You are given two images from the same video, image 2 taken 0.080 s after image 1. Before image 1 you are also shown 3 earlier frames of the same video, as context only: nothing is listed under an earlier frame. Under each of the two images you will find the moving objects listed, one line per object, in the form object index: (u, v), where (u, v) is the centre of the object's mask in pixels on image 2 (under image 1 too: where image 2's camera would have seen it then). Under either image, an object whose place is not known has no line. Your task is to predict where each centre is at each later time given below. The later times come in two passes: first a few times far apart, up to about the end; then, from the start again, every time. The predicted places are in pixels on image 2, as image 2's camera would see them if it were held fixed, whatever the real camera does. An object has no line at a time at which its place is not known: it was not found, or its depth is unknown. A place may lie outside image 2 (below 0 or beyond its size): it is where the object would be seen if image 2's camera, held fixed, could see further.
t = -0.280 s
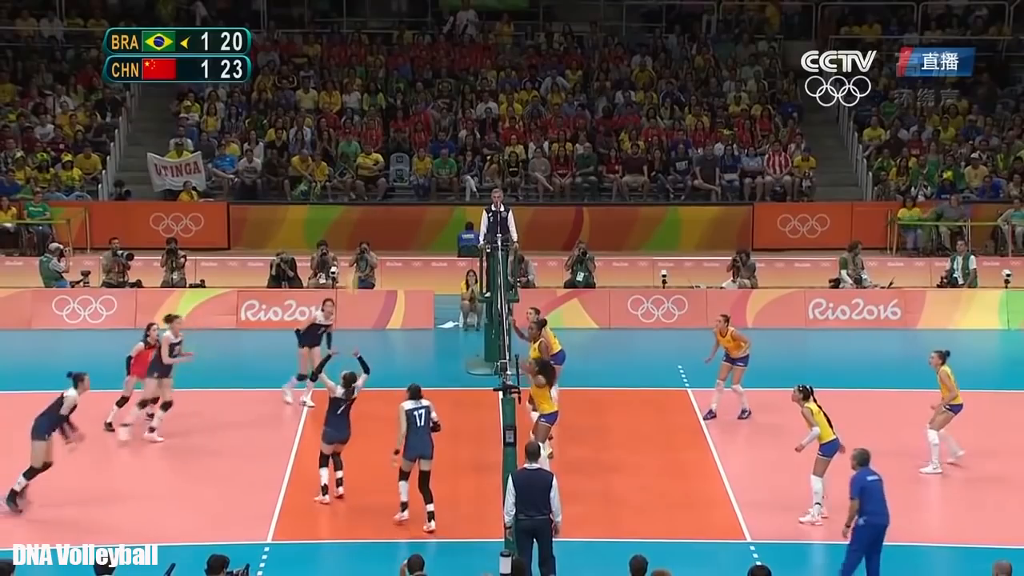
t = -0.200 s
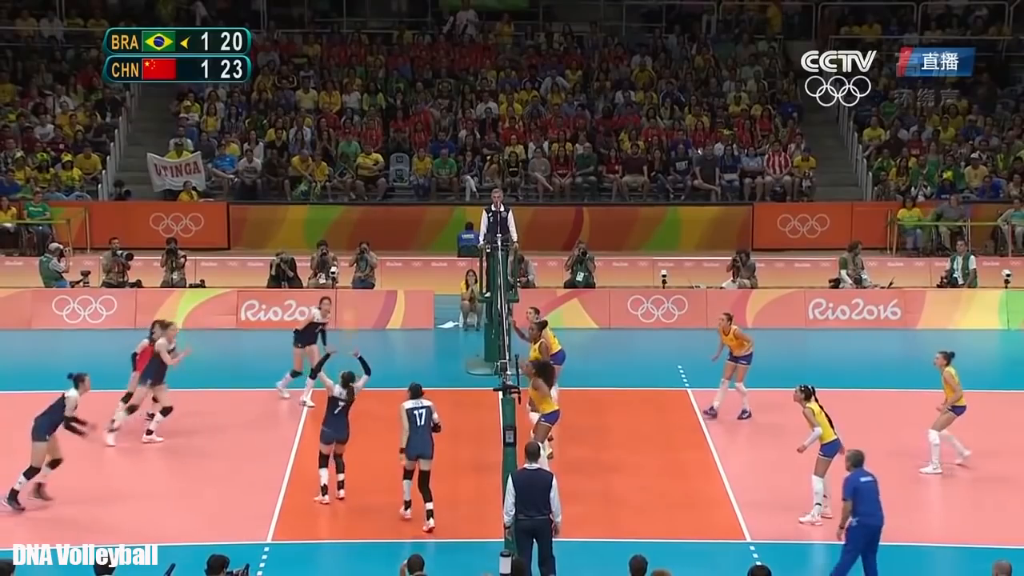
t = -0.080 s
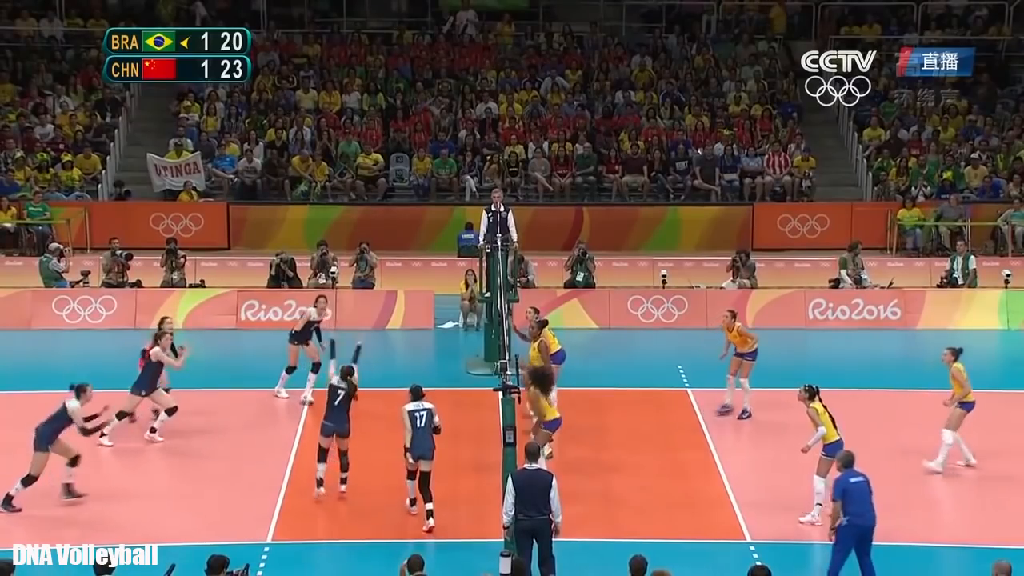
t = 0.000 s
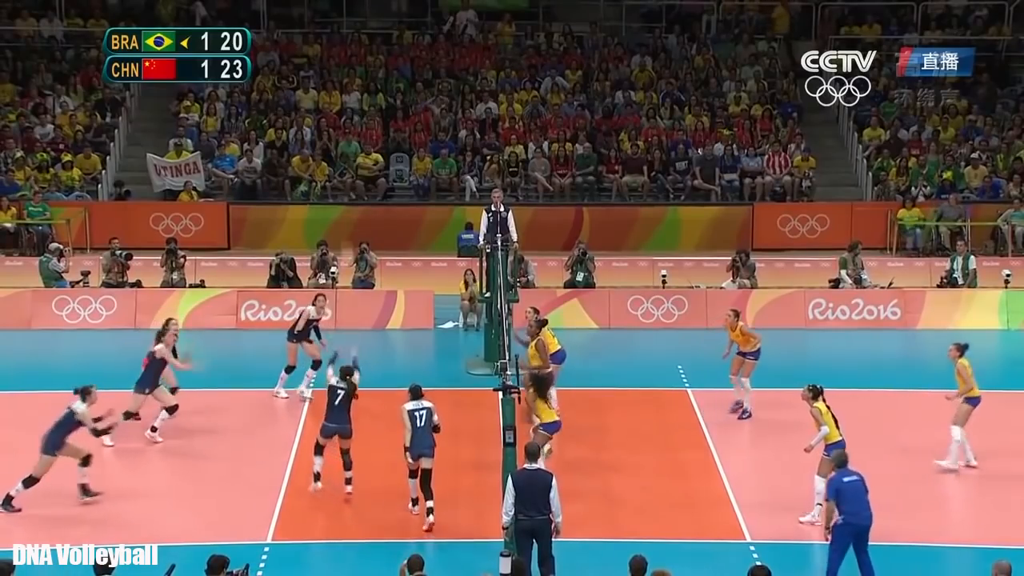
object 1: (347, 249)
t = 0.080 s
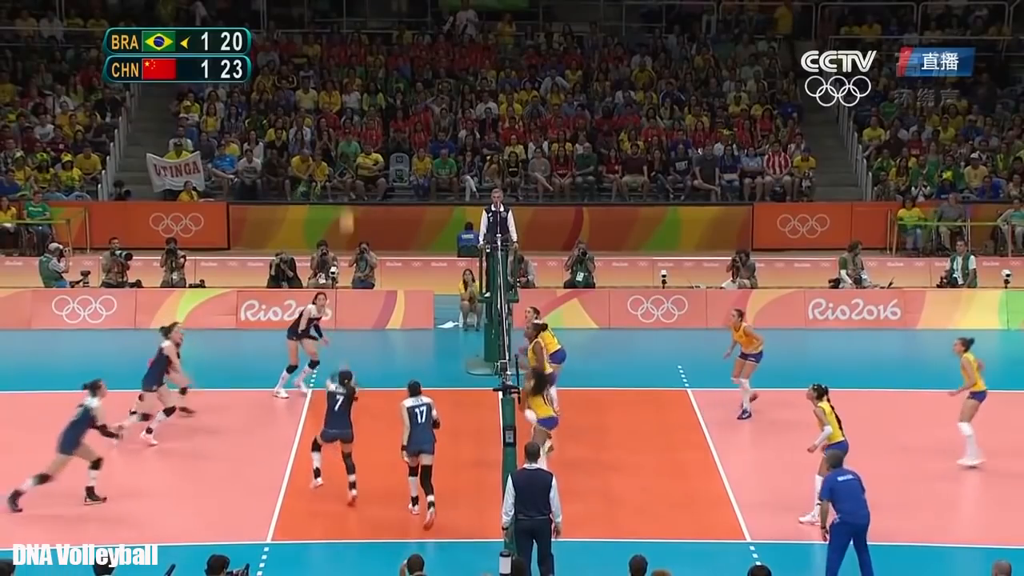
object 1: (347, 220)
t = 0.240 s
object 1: (344, 163)
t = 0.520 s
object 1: (343, 112)
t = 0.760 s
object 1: (338, 112)
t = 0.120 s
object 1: (346, 205)
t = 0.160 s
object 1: (345, 189)
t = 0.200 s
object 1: (345, 176)
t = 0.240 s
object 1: (344, 163)
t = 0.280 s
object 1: (344, 151)
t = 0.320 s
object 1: (343, 141)
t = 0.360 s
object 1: (343, 132)
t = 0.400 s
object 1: (343, 125)
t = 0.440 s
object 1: (345, 118)
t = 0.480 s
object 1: (344, 115)
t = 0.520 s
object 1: (343, 112)
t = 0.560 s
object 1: (340, 108)
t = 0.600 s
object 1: (339, 107)
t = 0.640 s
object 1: (339, 107)
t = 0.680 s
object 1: (338, 107)
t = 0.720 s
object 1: (338, 109)
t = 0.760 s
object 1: (338, 112)
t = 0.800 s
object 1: (337, 116)
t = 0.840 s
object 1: (337, 120)
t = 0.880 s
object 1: (337, 125)
